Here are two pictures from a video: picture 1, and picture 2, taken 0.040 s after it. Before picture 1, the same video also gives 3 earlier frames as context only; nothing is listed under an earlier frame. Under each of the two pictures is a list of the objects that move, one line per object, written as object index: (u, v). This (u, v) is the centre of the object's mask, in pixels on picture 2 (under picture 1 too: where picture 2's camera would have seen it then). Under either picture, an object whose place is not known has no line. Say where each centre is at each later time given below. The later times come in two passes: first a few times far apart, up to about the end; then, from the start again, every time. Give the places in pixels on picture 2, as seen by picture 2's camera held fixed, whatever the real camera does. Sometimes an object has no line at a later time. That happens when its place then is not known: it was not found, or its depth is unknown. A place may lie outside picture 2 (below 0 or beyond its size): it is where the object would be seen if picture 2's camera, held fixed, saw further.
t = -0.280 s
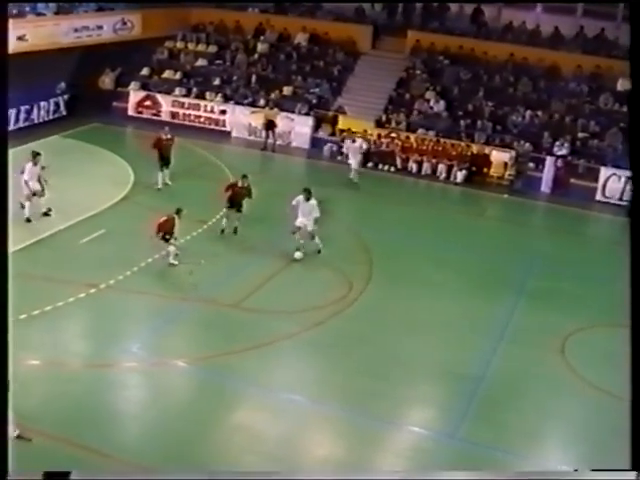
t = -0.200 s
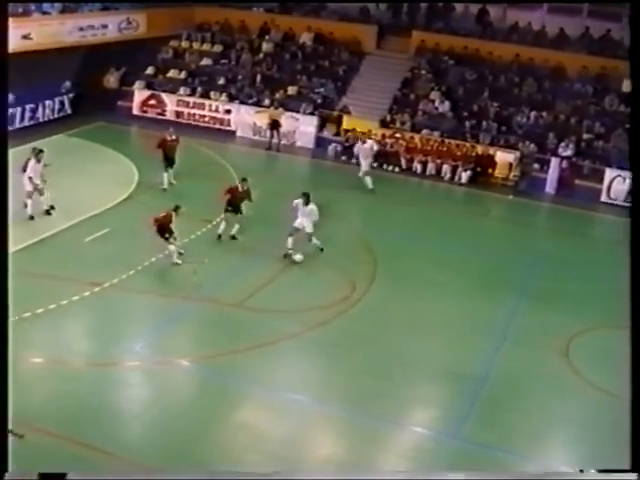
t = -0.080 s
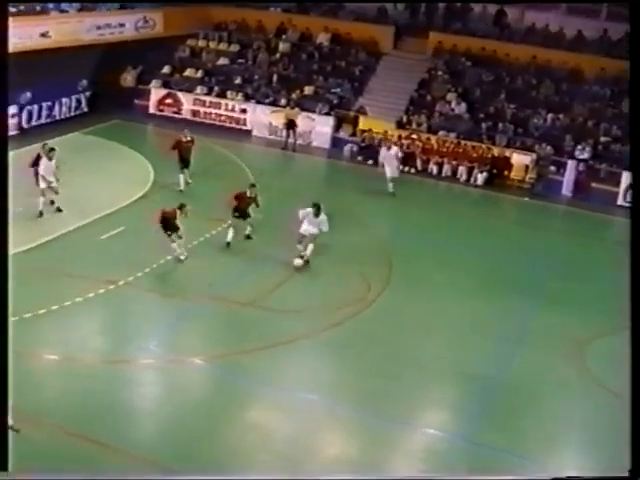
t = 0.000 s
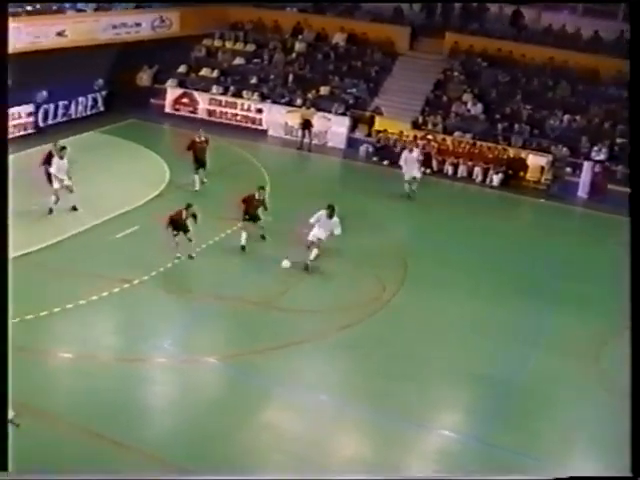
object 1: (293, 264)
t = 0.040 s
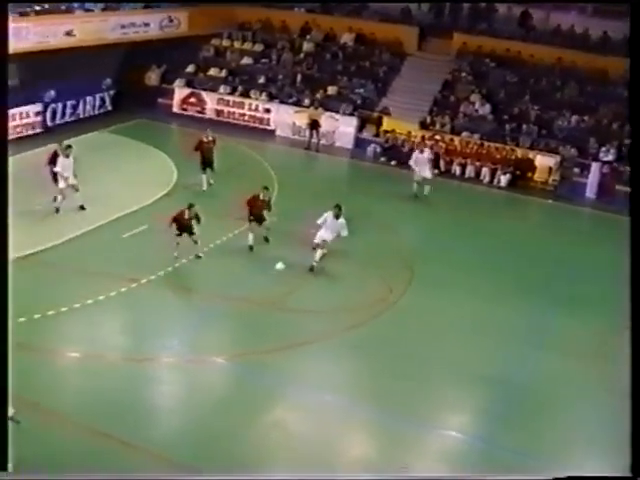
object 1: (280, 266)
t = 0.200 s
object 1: (221, 283)
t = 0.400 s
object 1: (149, 302)
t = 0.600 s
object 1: (76, 319)
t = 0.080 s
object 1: (265, 269)
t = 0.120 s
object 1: (251, 273)
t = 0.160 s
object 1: (235, 277)
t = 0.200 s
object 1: (221, 283)
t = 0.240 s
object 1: (206, 289)
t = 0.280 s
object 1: (190, 296)
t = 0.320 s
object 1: (177, 298)
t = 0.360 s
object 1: (163, 299)
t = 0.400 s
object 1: (149, 302)
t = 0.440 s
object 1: (135, 306)
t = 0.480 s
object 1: (121, 310)
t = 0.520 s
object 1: (106, 315)
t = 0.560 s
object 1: (92, 318)
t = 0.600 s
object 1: (76, 319)
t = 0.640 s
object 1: (62, 322)
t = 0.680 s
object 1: (46, 326)
